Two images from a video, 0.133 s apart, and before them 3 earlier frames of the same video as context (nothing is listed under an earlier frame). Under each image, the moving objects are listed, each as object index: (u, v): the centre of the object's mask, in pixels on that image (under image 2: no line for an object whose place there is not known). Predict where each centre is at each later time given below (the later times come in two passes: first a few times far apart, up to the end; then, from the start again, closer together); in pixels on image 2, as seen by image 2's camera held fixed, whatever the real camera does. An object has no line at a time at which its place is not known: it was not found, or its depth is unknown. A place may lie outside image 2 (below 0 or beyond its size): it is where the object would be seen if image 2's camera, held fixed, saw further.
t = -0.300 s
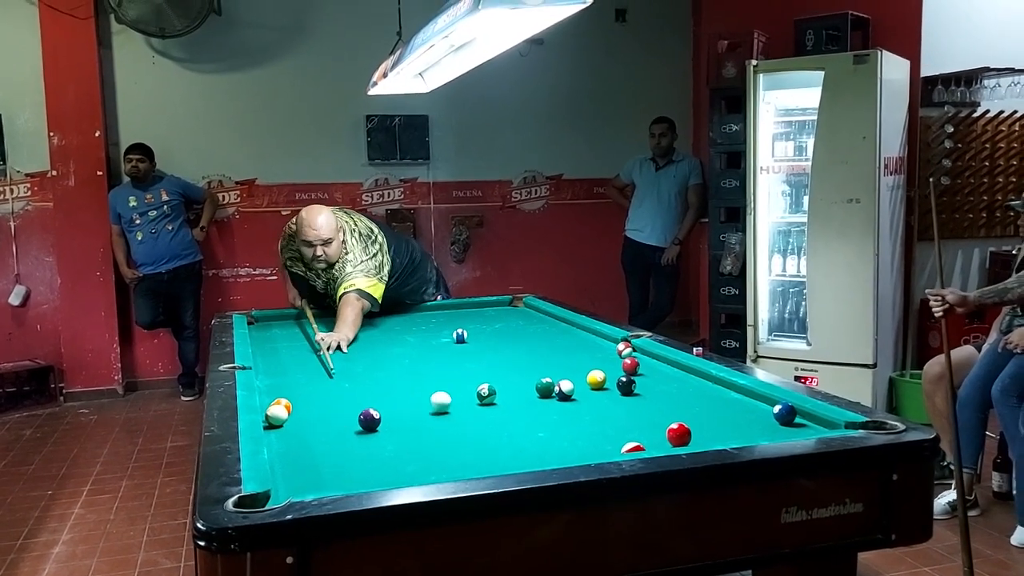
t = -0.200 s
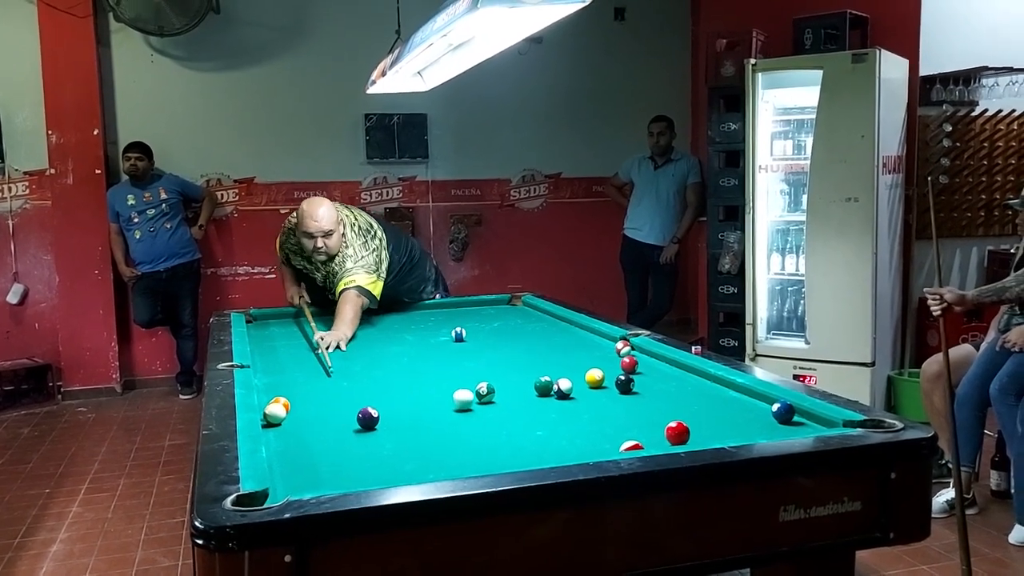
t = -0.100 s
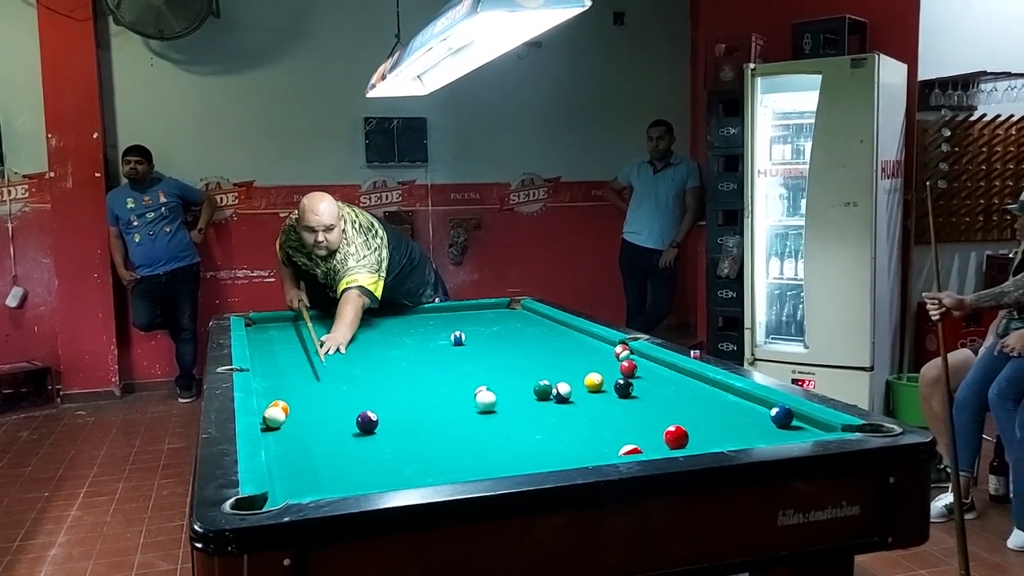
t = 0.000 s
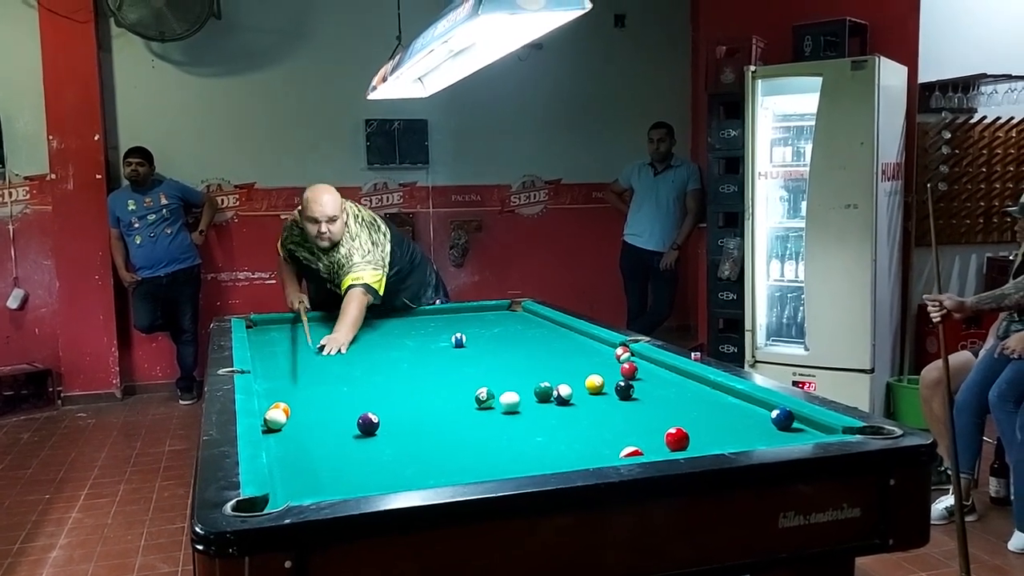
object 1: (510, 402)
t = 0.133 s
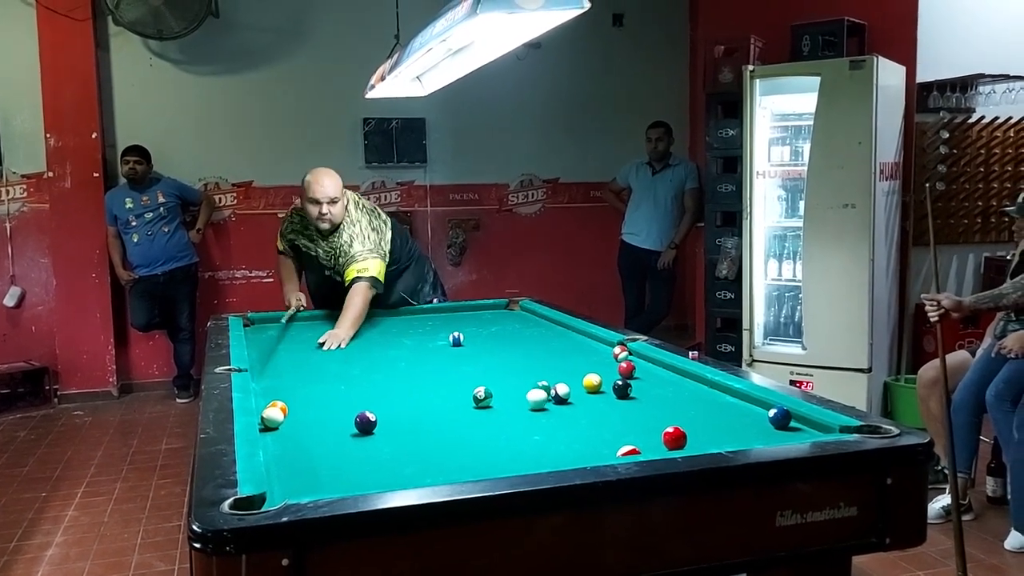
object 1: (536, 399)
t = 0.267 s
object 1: (564, 397)
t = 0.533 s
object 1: (615, 397)
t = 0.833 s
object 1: (668, 397)
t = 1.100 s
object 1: (710, 398)
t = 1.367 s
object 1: (737, 398)
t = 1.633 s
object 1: (722, 399)
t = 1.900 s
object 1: (711, 401)
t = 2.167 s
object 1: (702, 402)
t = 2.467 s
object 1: (694, 403)
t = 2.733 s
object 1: (691, 404)
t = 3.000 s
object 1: (688, 405)
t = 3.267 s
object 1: (688, 405)
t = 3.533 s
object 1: (689, 405)
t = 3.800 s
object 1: (689, 405)
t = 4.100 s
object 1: (689, 405)
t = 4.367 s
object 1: (689, 405)
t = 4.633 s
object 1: (689, 405)
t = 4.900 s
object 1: (689, 405)
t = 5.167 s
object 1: (688, 404)
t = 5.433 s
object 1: (689, 405)
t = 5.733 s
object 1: (688, 404)
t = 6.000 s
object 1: (689, 405)
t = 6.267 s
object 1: (689, 405)
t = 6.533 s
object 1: (689, 405)
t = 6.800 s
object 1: (689, 405)
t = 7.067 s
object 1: (689, 405)
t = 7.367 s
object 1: (689, 405)
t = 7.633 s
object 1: (690, 405)
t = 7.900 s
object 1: (689, 405)
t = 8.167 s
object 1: (689, 405)
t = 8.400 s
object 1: (689, 405)
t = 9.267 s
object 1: (688, 405)
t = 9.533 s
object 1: (688, 405)
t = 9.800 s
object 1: (688, 405)
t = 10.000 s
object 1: (688, 405)
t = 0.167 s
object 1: (544, 398)
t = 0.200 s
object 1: (550, 398)
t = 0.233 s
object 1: (558, 397)
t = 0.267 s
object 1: (564, 397)
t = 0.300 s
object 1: (571, 398)
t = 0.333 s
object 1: (577, 397)
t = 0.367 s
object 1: (583, 397)
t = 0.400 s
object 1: (590, 397)
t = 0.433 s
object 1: (596, 397)
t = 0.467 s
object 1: (603, 397)
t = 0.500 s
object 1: (609, 397)
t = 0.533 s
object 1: (615, 397)
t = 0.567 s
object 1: (621, 397)
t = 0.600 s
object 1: (627, 397)
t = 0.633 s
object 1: (633, 397)
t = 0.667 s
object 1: (639, 397)
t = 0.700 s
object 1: (645, 397)
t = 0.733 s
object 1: (651, 398)
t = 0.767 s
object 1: (657, 397)
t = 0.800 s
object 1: (663, 398)
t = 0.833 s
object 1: (668, 397)
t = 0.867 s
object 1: (673, 397)
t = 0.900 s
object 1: (679, 398)
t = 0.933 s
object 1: (684, 398)
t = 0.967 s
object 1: (689, 397)
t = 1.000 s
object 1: (695, 397)
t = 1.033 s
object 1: (700, 398)
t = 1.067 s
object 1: (704, 398)
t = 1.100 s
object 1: (710, 398)
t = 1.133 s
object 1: (715, 398)
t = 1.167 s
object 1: (720, 398)
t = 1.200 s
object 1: (725, 398)
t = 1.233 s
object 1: (730, 398)
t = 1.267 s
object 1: (734, 397)
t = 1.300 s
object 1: (739, 397)
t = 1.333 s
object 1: (739, 398)
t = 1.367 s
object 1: (737, 398)
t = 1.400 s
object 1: (735, 398)
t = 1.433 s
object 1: (733, 398)
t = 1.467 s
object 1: (731, 399)
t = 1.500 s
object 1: (729, 398)
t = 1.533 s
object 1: (727, 399)
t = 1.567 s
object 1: (725, 399)
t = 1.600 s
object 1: (724, 399)
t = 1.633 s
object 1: (722, 399)
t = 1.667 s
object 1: (720, 400)
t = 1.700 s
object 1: (719, 400)
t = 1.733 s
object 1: (718, 400)
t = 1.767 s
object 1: (717, 400)
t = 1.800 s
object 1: (715, 400)
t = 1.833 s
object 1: (713, 401)
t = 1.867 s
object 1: (712, 401)
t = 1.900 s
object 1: (711, 401)
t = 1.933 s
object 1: (710, 401)
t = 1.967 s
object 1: (708, 401)
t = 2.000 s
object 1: (707, 401)
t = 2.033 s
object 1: (706, 401)
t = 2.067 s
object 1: (705, 402)
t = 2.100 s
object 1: (704, 402)
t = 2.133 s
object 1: (703, 402)
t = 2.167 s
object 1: (702, 402)
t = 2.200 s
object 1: (701, 402)
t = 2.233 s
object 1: (700, 402)
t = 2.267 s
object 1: (699, 402)
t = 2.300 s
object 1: (699, 403)
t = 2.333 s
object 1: (698, 403)
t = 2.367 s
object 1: (697, 403)
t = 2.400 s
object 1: (696, 403)
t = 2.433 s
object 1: (695, 403)
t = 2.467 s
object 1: (694, 403)
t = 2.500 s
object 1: (694, 403)
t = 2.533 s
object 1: (694, 404)
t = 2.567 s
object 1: (694, 404)
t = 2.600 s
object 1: (692, 404)
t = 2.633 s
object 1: (692, 404)
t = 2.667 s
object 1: (691, 404)
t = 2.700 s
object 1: (691, 404)
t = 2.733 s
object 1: (691, 404)
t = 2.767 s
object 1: (690, 404)
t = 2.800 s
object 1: (690, 404)
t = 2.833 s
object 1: (690, 404)
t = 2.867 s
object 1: (689, 404)
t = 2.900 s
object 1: (689, 405)
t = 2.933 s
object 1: (689, 404)
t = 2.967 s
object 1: (688, 404)
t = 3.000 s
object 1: (688, 405)
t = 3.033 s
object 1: (688, 405)
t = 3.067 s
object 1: (688, 404)
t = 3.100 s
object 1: (688, 404)
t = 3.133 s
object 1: (688, 404)
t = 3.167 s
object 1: (688, 404)
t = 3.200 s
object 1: (688, 404)
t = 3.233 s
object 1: (688, 404)
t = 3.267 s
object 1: (688, 405)
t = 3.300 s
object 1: (689, 405)
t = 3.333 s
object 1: (689, 405)
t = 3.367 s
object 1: (689, 405)
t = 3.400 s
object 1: (689, 404)
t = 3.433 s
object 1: (689, 404)
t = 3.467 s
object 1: (689, 404)
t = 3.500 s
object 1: (689, 405)
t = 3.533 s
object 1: (689, 405)
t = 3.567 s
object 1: (689, 405)
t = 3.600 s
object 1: (689, 405)
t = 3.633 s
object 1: (689, 405)
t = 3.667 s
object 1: (689, 405)
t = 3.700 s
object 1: (689, 405)
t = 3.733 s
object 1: (689, 405)
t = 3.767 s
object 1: (689, 405)
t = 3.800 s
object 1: (689, 405)
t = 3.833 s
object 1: (689, 405)
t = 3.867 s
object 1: (689, 405)
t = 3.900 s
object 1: (689, 405)
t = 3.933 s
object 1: (689, 405)
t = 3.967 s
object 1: (689, 405)
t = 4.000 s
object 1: (689, 405)
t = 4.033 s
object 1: (689, 405)
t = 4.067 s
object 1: (689, 405)
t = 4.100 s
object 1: (689, 405)
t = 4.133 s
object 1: (689, 405)
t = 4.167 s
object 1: (689, 405)
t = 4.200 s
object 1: (689, 405)
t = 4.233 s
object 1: (689, 405)
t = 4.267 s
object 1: (689, 405)
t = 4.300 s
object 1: (689, 405)
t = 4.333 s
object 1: (689, 405)
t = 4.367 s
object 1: (689, 405)
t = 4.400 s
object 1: (689, 405)
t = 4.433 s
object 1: (689, 405)
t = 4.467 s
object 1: (689, 405)
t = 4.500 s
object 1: (689, 405)
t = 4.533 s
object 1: (689, 405)
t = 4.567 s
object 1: (689, 405)
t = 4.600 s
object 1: (689, 405)
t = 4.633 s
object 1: (689, 405)
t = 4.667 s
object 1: (689, 405)
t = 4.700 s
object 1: (689, 405)
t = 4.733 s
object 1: (689, 405)
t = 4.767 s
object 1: (689, 405)
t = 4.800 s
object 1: (689, 404)
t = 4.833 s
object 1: (689, 404)
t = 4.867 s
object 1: (689, 404)
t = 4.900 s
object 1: (689, 405)
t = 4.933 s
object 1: (689, 405)
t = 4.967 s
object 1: (689, 404)
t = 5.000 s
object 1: (689, 404)
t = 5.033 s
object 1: (689, 404)
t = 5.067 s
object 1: (689, 404)
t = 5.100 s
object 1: (689, 404)
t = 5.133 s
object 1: (688, 404)
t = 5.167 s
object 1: (688, 404)
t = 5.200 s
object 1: (688, 404)
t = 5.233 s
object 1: (689, 404)
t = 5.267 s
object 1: (689, 404)
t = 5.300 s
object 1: (689, 405)
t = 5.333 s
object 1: (689, 405)
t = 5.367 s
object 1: (689, 405)
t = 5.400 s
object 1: (689, 404)
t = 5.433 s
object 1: (689, 405)
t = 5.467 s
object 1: (689, 405)
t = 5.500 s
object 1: (689, 404)
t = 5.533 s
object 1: (689, 405)
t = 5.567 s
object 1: (689, 404)
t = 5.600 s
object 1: (688, 404)
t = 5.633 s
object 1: (689, 405)
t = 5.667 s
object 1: (689, 405)
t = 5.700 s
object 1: (689, 404)
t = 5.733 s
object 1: (688, 404)
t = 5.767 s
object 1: (689, 404)
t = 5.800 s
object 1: (689, 404)
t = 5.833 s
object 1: (689, 405)
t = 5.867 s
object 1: (689, 405)
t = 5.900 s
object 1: (689, 405)
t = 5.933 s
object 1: (689, 405)
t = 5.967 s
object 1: (689, 405)
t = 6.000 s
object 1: (689, 405)
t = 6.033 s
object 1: (689, 405)
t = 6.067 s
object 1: (689, 405)
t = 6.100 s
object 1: (689, 405)
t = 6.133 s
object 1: (689, 405)
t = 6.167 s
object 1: (689, 405)
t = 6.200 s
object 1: (689, 405)
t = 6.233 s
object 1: (689, 405)
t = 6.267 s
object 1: (689, 405)
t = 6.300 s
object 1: (689, 405)
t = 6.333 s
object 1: (689, 405)
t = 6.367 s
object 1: (689, 405)
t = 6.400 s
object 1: (689, 405)
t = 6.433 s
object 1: (689, 405)
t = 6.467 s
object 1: (689, 405)
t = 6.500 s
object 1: (689, 405)
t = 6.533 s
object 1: (689, 405)
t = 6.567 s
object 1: (689, 405)
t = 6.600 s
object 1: (689, 405)
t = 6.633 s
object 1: (689, 405)
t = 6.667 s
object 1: (689, 405)
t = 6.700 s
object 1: (689, 405)
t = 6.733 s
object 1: (689, 405)
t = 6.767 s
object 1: (689, 405)
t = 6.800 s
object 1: (689, 405)
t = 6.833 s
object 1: (689, 405)
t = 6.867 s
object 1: (689, 405)
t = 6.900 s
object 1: (689, 405)
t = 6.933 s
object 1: (689, 405)
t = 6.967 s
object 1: (689, 405)
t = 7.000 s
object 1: (689, 405)
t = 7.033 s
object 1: (689, 405)
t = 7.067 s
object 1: (689, 405)
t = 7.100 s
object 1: (689, 405)
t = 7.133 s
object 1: (690, 405)
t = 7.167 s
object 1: (689, 405)
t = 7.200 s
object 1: (690, 405)
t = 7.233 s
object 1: (689, 405)
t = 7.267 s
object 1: (690, 405)
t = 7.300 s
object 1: (689, 405)
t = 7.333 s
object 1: (689, 405)
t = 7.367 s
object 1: (689, 405)
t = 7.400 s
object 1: (689, 405)
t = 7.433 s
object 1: (689, 405)
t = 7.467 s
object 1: (689, 405)
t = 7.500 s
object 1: (690, 405)
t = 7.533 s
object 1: (689, 405)
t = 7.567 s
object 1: (689, 405)
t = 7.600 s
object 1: (689, 405)
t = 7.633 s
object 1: (690, 405)
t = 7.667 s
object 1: (689, 405)
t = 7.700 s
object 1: (689, 405)
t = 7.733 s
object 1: (689, 405)
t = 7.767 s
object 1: (689, 405)
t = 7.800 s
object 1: (689, 405)
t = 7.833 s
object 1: (689, 405)
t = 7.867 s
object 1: (689, 405)
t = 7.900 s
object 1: (689, 405)
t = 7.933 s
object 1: (689, 405)
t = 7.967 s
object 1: (689, 405)
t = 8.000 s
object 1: (689, 405)
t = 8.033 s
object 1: (689, 405)
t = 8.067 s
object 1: (689, 405)
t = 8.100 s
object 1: (689, 404)
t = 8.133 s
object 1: (689, 405)
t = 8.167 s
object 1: (689, 405)
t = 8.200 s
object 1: (689, 405)
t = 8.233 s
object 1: (689, 405)
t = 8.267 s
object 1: (689, 404)
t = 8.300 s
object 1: (689, 405)
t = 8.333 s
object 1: (689, 405)
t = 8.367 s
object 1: (688, 404)
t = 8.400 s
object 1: (689, 405)
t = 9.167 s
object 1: (688, 405)
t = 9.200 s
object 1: (688, 405)
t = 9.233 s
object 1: (688, 405)
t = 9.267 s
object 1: (688, 405)
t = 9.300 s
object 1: (688, 405)
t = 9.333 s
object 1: (688, 405)
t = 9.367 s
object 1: (688, 405)
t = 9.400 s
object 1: (688, 405)
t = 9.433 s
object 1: (688, 405)
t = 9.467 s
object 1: (688, 405)
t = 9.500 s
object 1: (688, 405)
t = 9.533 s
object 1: (688, 405)
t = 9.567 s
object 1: (688, 405)
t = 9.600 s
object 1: (688, 405)
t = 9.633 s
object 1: (688, 405)
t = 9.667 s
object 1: (688, 405)
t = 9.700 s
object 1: (688, 405)
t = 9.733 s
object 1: (688, 405)
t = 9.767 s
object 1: (688, 405)
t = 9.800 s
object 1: (688, 405)
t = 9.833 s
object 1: (688, 405)
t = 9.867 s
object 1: (688, 405)
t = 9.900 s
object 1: (688, 405)
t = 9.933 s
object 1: (688, 405)
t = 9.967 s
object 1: (688, 405)
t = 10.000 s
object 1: (688, 405)
